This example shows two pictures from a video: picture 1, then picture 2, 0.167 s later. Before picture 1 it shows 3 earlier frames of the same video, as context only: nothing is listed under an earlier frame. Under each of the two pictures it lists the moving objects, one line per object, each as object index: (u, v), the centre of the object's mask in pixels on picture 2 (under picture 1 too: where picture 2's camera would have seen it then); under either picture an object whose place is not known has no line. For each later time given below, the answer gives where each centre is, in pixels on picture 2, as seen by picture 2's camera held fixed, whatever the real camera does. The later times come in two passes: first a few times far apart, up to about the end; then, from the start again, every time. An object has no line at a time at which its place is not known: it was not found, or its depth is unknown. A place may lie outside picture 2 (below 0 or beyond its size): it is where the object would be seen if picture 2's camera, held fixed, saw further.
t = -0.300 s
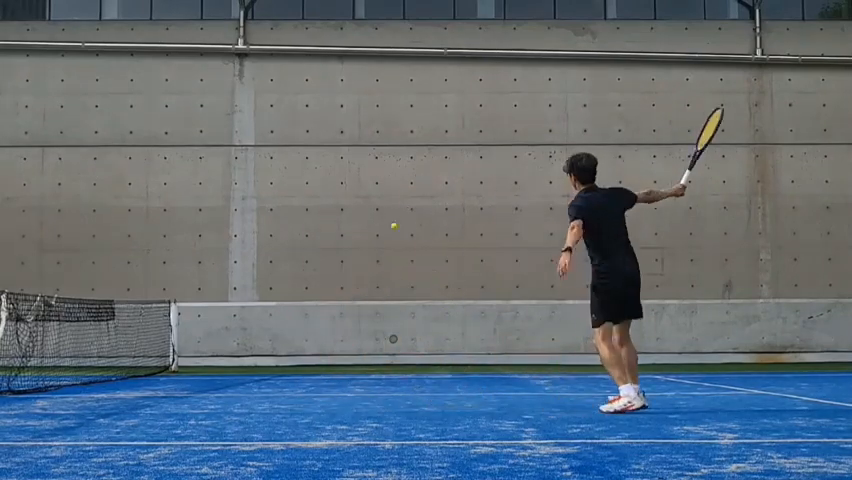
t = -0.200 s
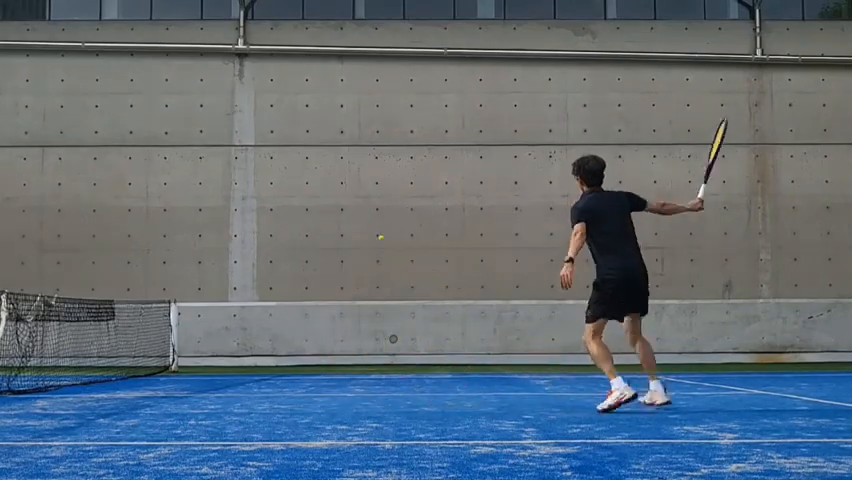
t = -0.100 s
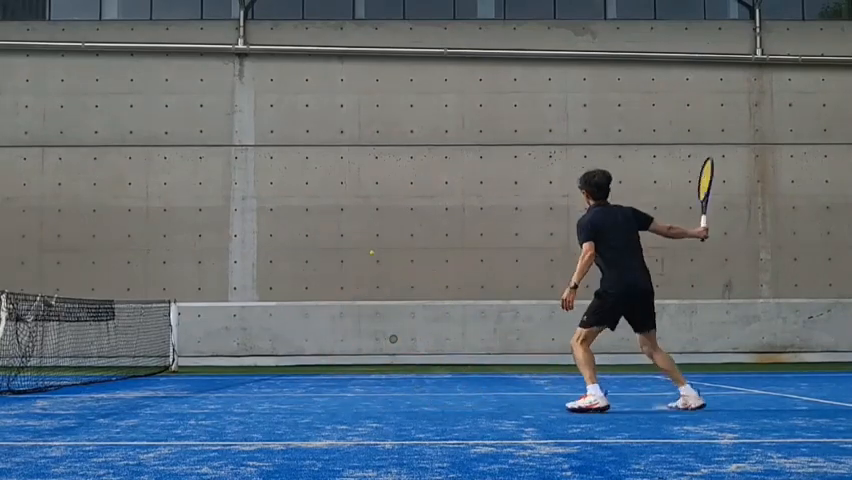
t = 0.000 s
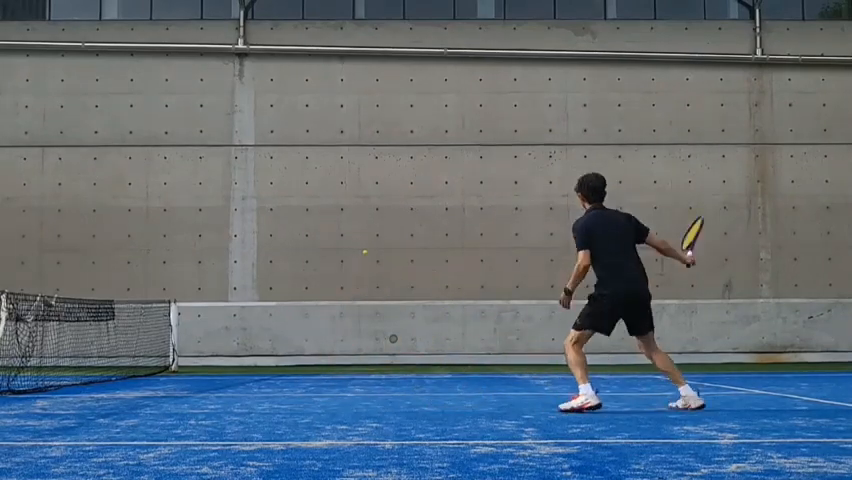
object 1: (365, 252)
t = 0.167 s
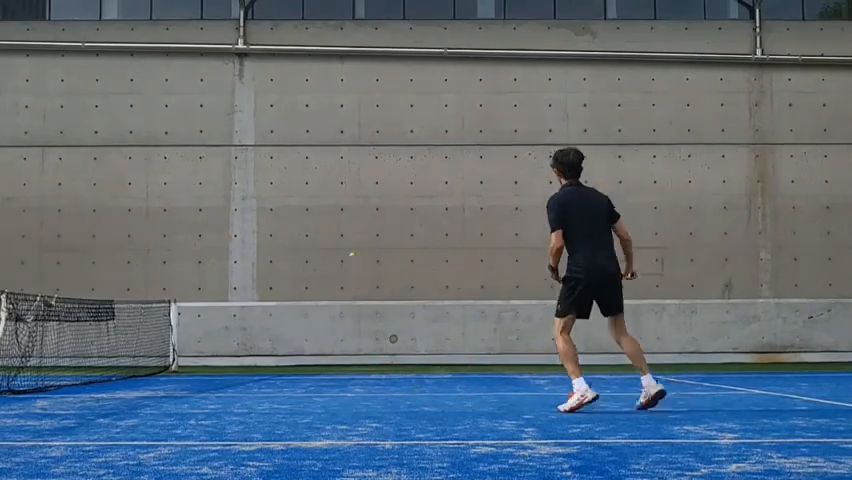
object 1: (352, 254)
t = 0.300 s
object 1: (339, 272)
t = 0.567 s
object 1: (307, 371)
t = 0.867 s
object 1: (289, 282)
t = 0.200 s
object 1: (348, 258)
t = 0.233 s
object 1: (345, 261)
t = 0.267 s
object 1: (342, 266)
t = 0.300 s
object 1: (339, 272)
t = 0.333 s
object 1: (336, 279)
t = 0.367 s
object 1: (332, 288)
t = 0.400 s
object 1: (329, 297)
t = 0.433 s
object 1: (324, 308)
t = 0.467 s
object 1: (320, 322)
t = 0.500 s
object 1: (316, 336)
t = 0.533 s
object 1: (312, 352)
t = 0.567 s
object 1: (307, 371)
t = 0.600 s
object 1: (303, 380)
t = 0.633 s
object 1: (300, 364)
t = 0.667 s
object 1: (299, 349)
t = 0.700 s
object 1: (298, 336)
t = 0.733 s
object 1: (296, 323)
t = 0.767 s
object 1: (294, 311)
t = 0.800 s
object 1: (293, 300)
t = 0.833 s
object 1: (290, 291)
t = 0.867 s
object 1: (289, 282)
